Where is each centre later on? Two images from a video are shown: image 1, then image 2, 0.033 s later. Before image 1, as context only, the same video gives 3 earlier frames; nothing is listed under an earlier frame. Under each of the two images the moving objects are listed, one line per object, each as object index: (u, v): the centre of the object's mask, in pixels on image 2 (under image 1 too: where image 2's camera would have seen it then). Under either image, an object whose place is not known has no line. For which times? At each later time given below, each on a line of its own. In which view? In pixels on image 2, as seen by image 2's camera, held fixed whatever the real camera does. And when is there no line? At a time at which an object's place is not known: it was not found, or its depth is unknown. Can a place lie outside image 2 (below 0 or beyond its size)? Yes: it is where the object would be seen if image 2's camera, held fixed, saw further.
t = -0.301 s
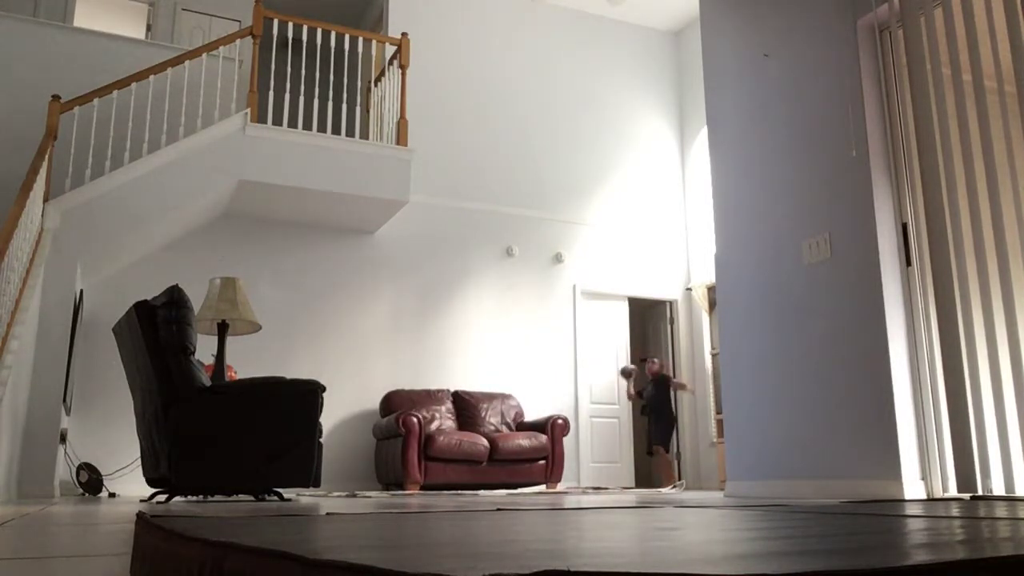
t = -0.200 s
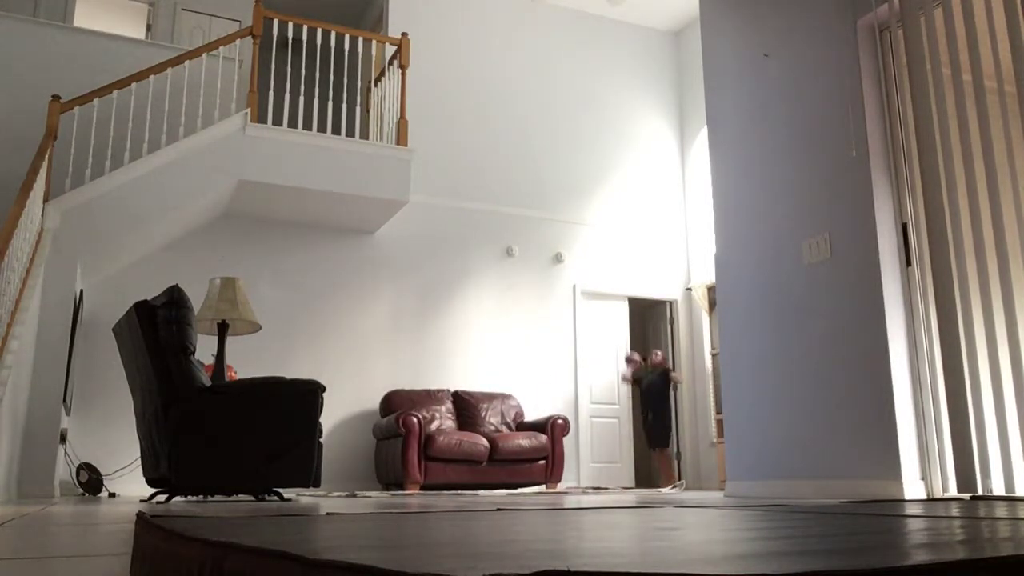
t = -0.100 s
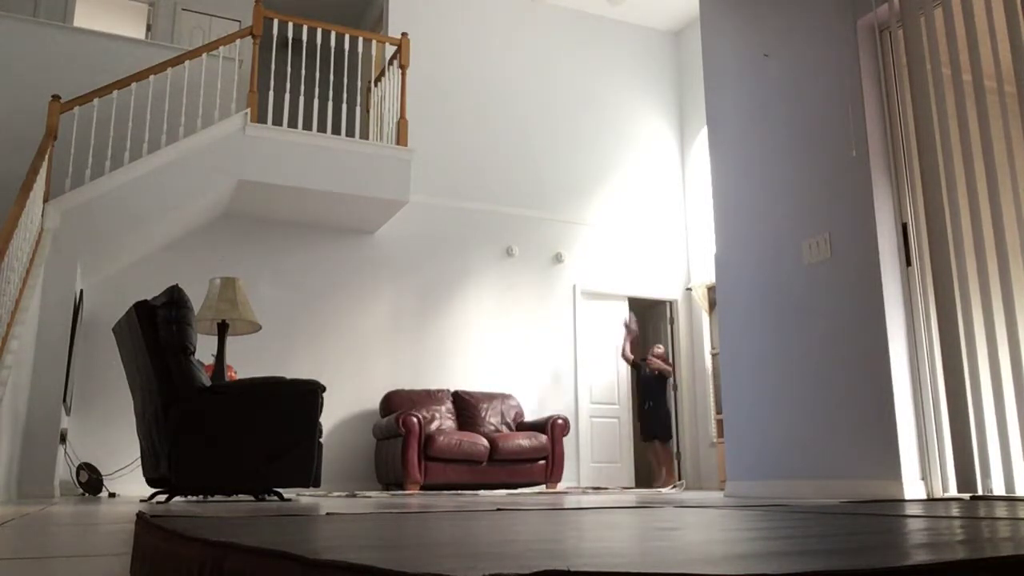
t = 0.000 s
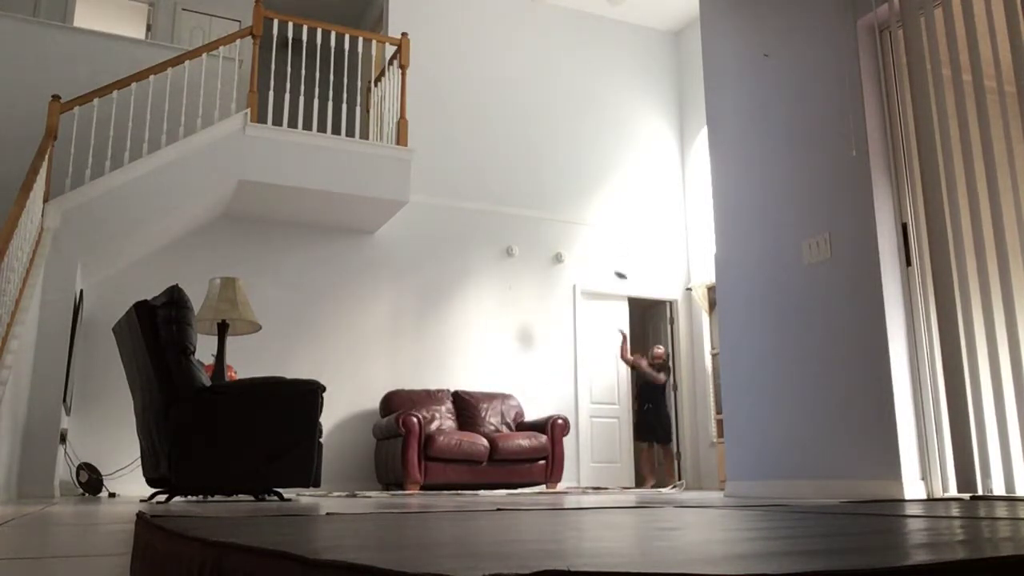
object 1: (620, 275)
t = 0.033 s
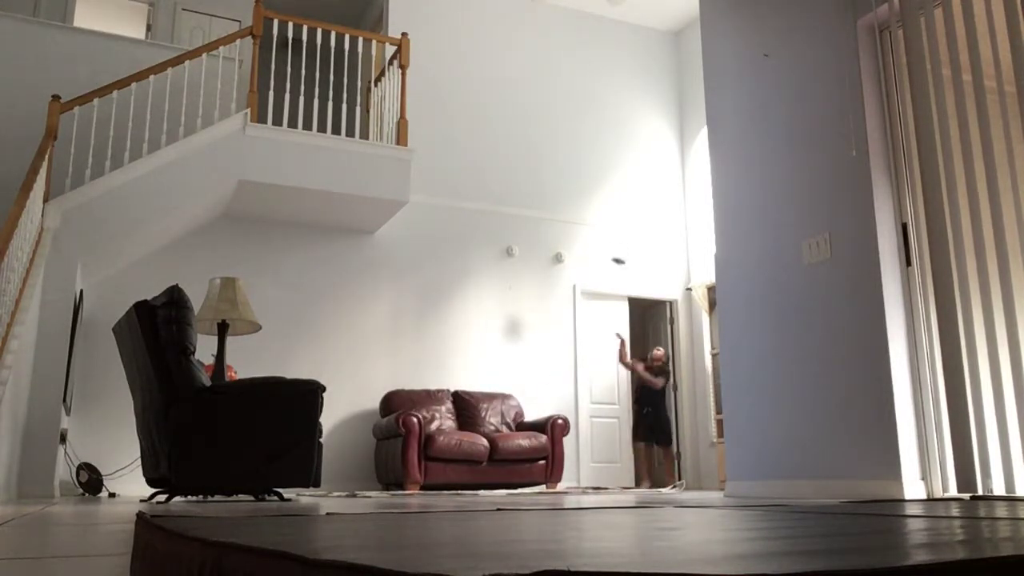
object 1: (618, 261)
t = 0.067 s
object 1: (615, 247)
